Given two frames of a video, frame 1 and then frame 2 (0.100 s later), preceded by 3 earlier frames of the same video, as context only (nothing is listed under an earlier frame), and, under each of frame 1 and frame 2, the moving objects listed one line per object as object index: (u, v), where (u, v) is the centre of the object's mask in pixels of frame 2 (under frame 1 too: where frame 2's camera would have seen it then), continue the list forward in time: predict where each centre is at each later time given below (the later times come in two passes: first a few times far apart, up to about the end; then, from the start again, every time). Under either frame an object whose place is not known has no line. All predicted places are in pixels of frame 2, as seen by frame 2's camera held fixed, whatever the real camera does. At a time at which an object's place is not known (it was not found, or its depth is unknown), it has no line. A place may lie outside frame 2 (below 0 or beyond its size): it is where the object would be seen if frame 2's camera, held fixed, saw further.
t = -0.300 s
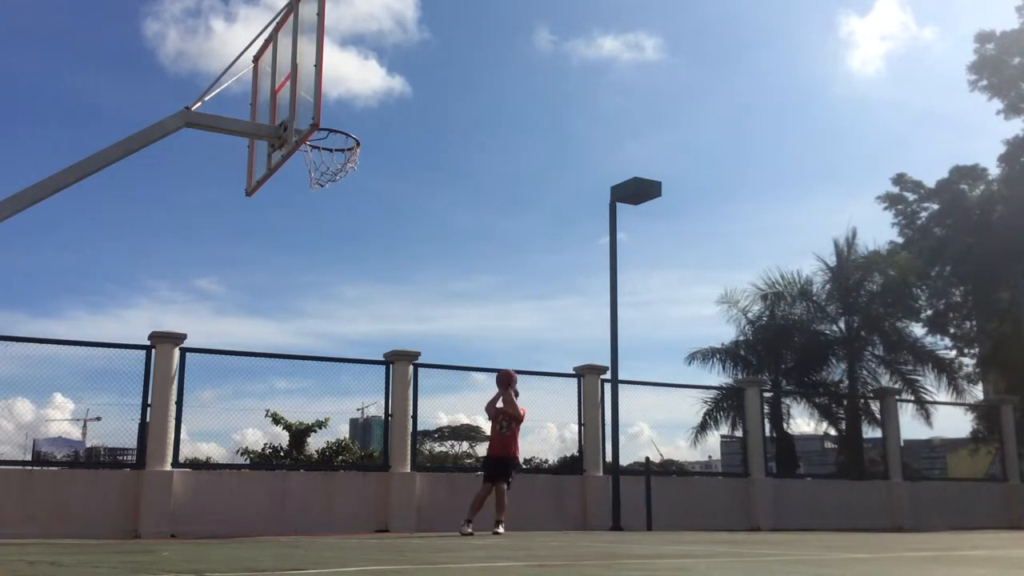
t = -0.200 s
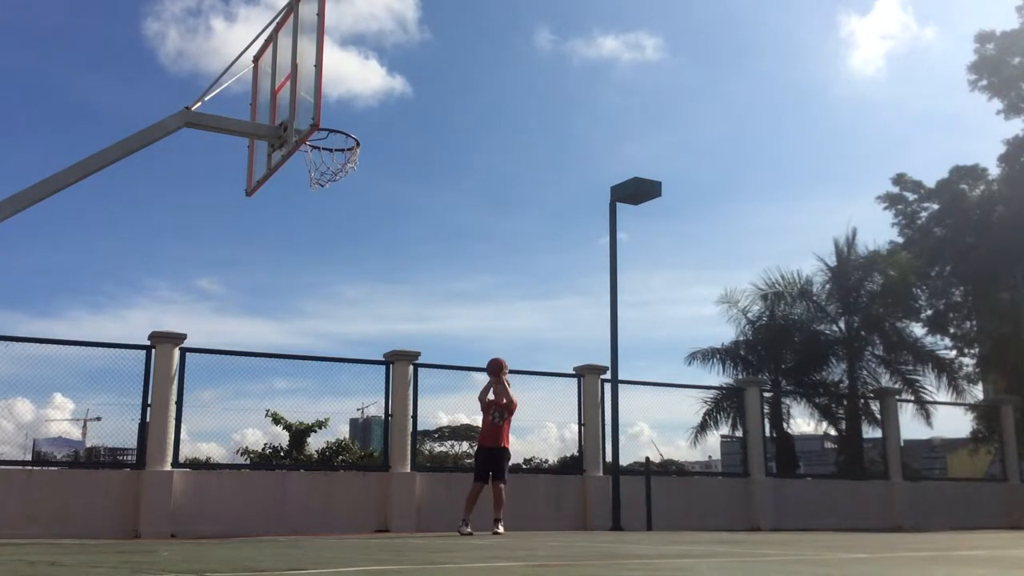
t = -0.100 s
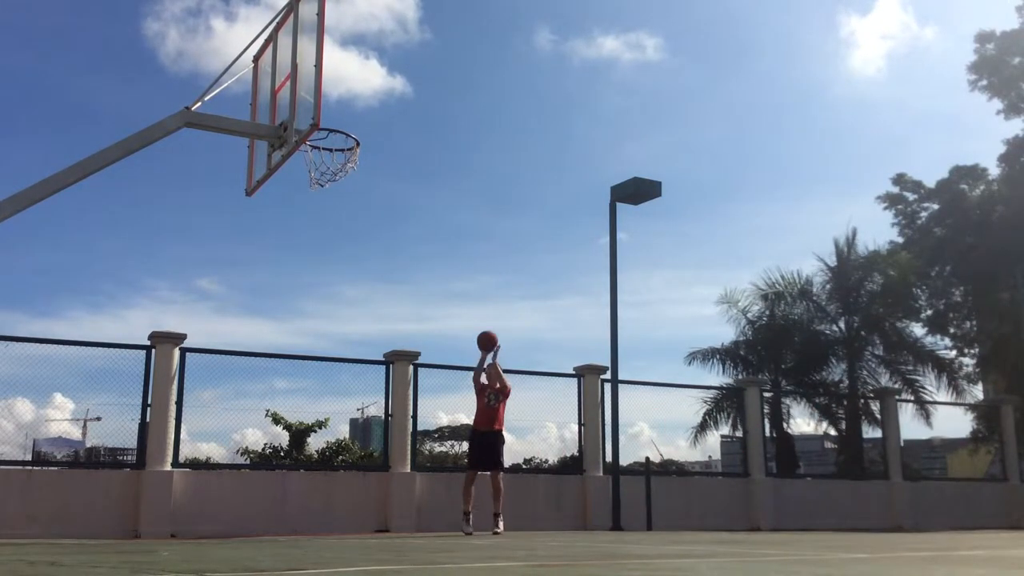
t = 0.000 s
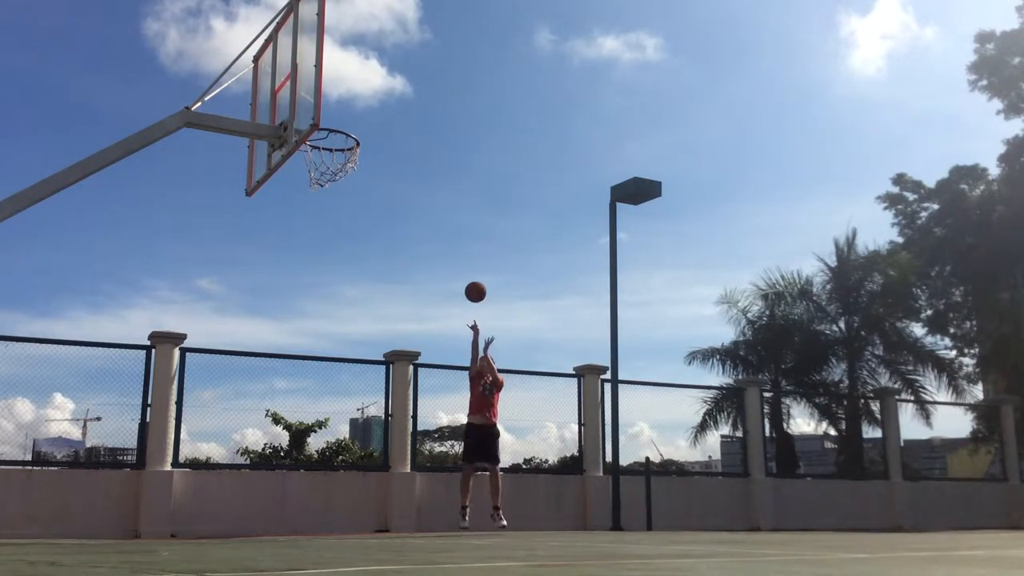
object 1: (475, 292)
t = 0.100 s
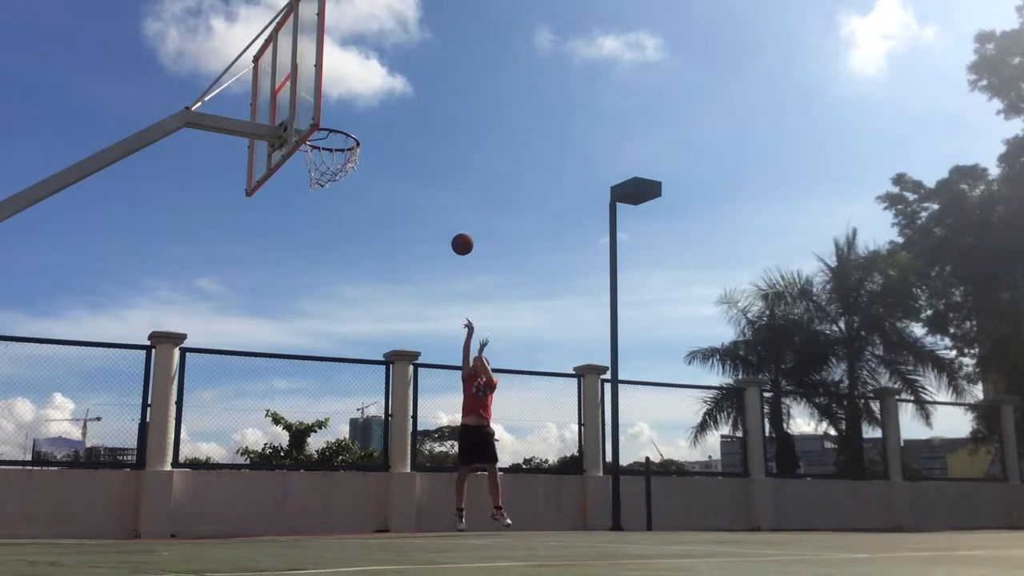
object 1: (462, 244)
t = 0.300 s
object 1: (434, 167)
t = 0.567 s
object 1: (387, 106)
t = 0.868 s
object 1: (326, 115)
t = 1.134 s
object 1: (336, 59)
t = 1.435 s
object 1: (372, 111)
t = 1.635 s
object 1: (397, 216)
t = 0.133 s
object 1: (458, 229)
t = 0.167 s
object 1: (453, 215)
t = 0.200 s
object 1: (448, 203)
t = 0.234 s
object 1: (444, 190)
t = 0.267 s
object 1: (439, 178)
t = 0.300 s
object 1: (434, 167)
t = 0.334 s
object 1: (428, 156)
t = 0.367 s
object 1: (423, 147)
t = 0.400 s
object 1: (417, 138)
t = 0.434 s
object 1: (411, 130)
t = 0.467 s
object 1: (406, 122)
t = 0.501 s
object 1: (400, 116)
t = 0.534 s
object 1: (393, 110)
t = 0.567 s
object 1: (387, 106)
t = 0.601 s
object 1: (380, 103)
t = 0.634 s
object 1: (373, 100)
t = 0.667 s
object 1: (366, 99)
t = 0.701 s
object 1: (358, 99)
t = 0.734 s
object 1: (350, 100)
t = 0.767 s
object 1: (342, 102)
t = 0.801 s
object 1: (334, 106)
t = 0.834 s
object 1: (329, 112)
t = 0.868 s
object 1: (326, 115)
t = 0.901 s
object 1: (326, 102)
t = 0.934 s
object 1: (325, 90)
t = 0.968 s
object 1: (326, 81)
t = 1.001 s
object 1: (328, 74)
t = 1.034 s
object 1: (330, 68)
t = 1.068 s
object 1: (332, 64)
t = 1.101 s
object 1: (334, 61)
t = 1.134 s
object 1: (336, 59)
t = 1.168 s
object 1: (339, 59)
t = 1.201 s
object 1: (343, 61)
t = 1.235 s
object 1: (347, 64)
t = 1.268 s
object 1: (351, 68)
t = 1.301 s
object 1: (356, 74)
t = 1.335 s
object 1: (360, 81)
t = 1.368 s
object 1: (364, 89)
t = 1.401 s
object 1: (368, 99)
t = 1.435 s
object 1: (372, 111)
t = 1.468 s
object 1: (376, 124)
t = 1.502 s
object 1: (380, 139)
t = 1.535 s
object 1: (384, 155)
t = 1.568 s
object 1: (388, 174)
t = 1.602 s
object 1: (392, 194)
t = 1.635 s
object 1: (397, 216)
